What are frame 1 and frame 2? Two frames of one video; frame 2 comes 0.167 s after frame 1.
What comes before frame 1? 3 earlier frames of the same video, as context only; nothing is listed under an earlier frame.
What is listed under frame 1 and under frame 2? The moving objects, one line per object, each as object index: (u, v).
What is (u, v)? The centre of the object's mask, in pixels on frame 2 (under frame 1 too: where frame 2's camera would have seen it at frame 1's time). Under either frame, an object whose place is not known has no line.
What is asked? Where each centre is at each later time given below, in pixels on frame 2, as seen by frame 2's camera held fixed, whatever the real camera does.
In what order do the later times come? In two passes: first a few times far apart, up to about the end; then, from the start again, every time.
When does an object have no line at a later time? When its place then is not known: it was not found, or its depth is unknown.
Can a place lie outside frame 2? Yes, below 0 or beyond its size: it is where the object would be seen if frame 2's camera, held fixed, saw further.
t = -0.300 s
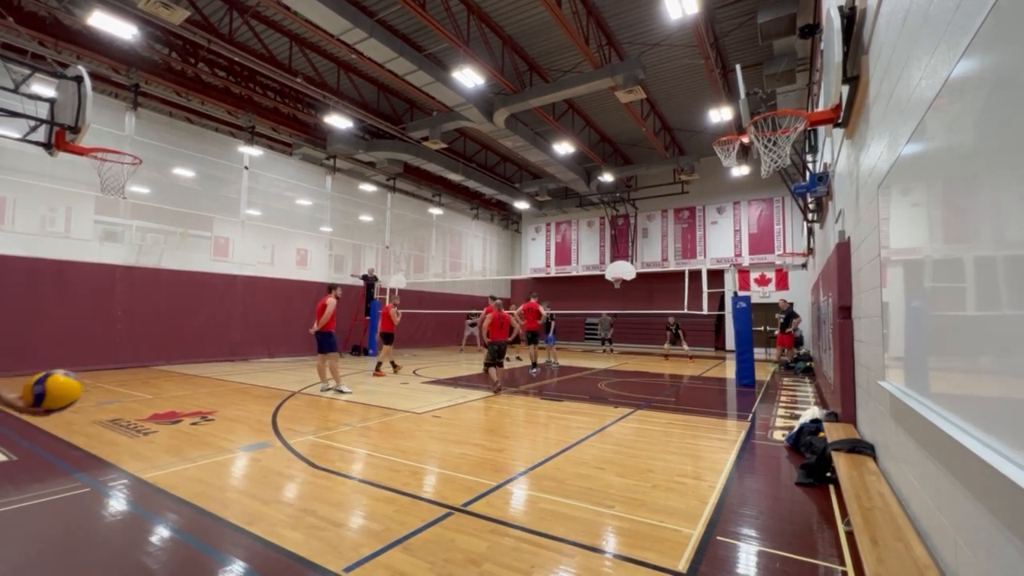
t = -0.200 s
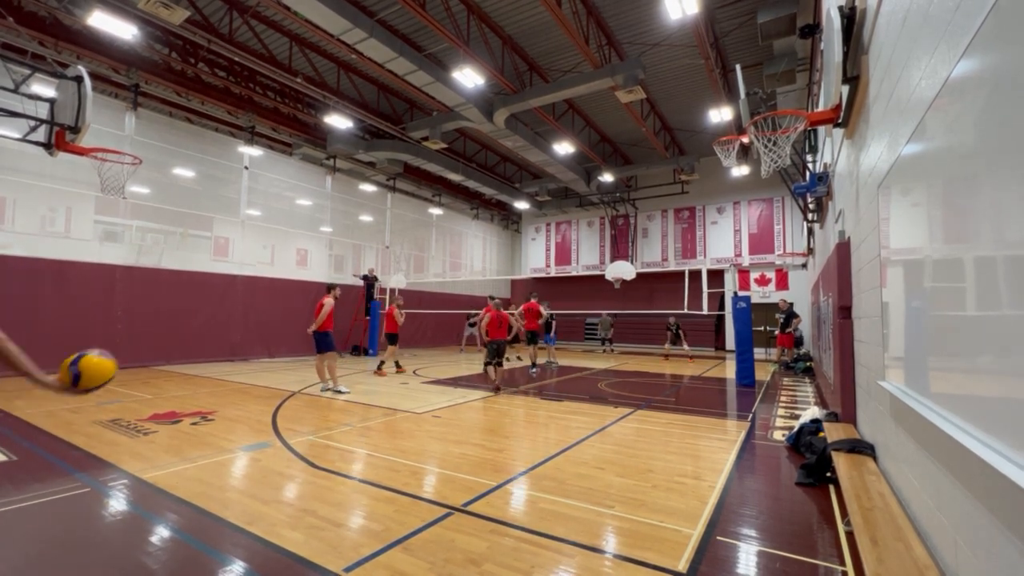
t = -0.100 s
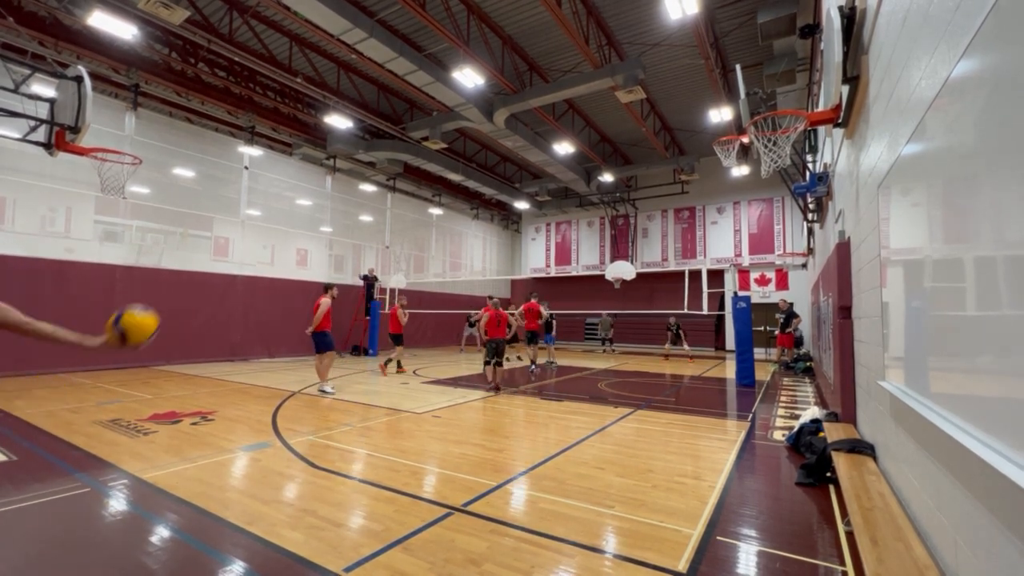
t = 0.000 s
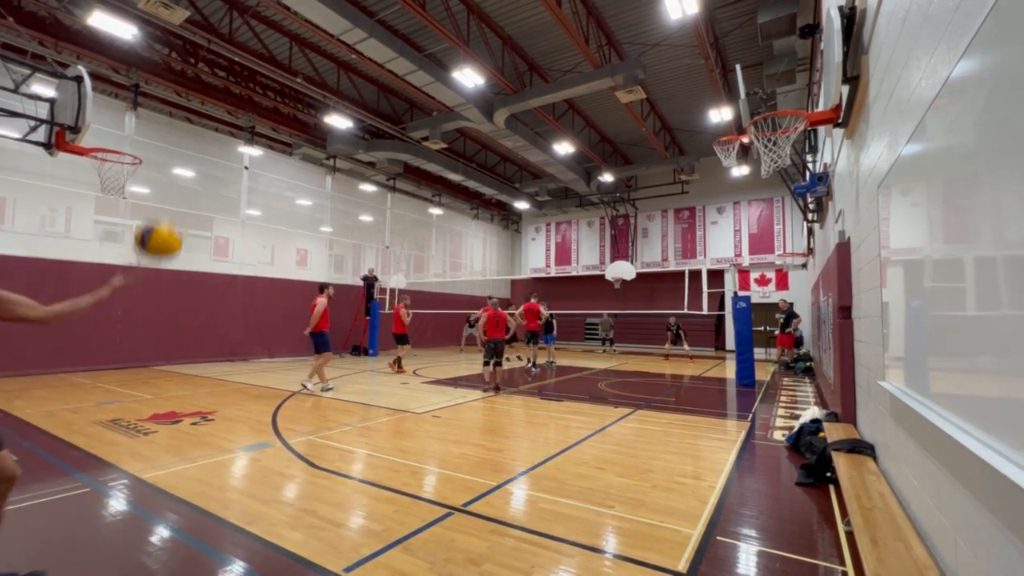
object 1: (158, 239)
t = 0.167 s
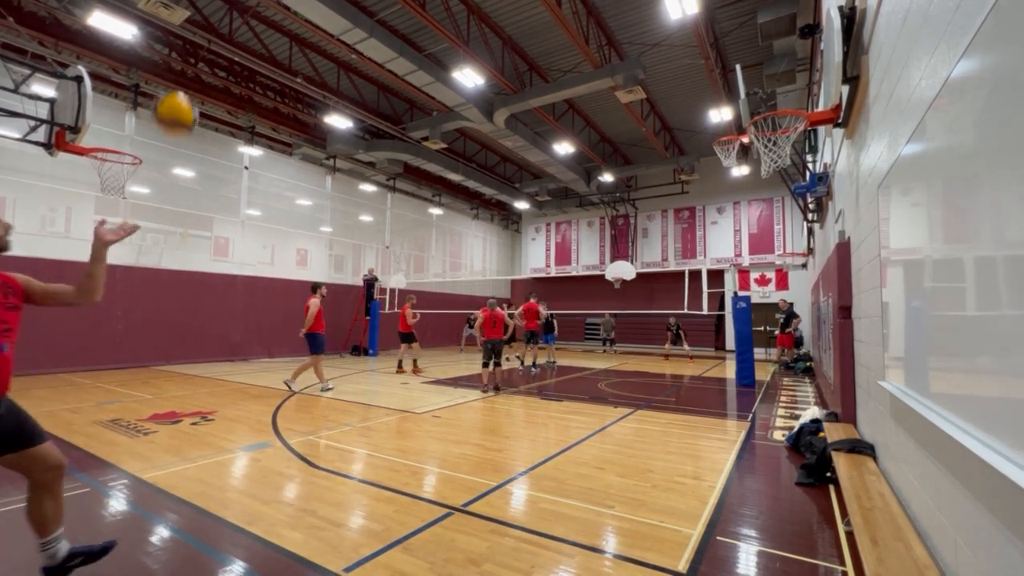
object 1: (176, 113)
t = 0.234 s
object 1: (180, 77)
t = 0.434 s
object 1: (194, 20)
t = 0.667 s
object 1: (205, 34)
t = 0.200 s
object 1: (178, 94)
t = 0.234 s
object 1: (180, 77)
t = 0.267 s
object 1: (183, 64)
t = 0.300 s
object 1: (185, 51)
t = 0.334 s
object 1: (188, 40)
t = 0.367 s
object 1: (190, 31)
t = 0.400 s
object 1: (192, 24)
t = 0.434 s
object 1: (194, 20)
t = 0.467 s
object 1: (197, 18)
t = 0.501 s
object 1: (199, 17)
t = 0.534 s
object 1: (200, 17)
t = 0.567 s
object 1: (201, 18)
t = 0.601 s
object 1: (202, 20)
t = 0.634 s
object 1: (204, 27)
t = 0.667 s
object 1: (205, 34)
